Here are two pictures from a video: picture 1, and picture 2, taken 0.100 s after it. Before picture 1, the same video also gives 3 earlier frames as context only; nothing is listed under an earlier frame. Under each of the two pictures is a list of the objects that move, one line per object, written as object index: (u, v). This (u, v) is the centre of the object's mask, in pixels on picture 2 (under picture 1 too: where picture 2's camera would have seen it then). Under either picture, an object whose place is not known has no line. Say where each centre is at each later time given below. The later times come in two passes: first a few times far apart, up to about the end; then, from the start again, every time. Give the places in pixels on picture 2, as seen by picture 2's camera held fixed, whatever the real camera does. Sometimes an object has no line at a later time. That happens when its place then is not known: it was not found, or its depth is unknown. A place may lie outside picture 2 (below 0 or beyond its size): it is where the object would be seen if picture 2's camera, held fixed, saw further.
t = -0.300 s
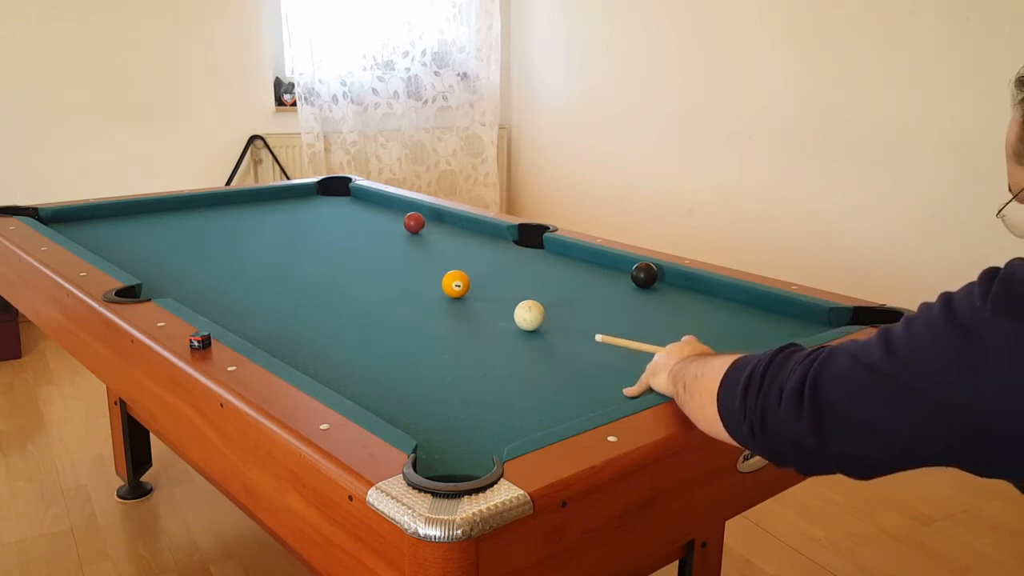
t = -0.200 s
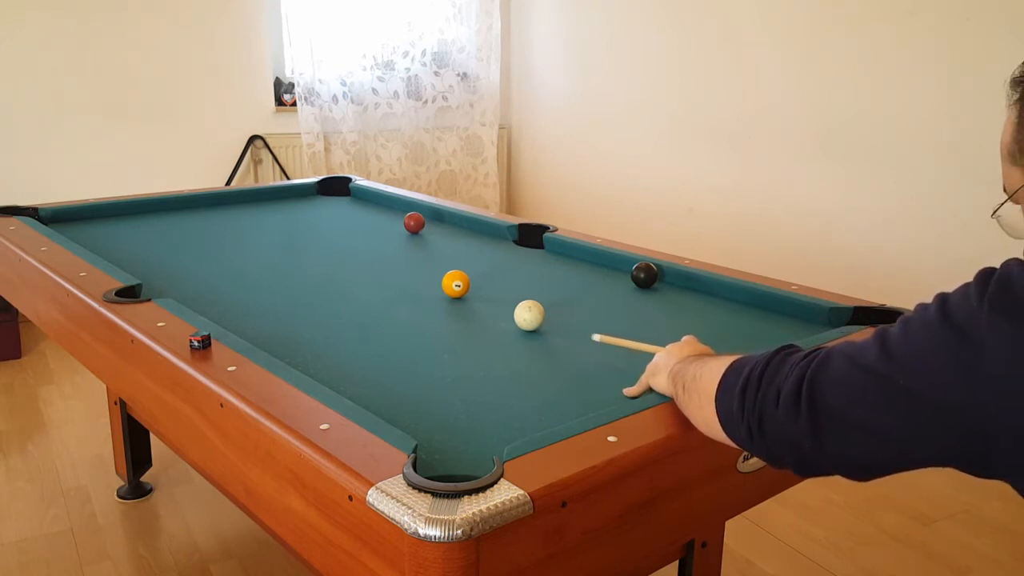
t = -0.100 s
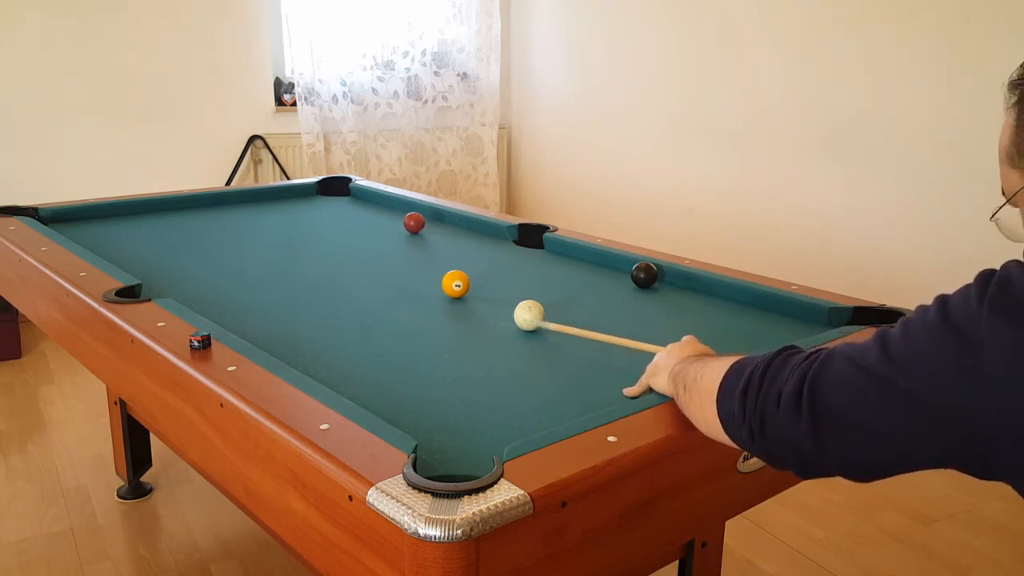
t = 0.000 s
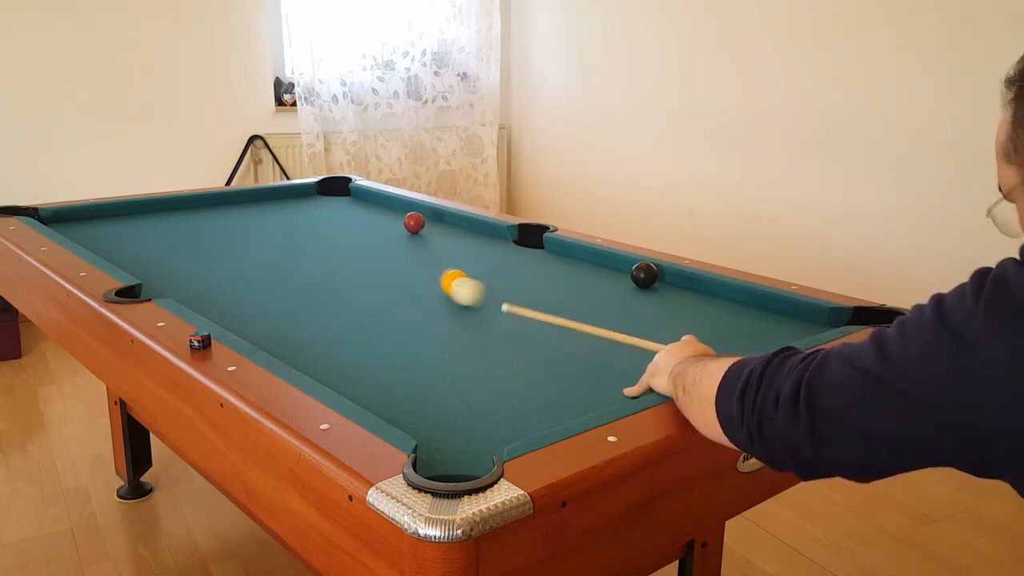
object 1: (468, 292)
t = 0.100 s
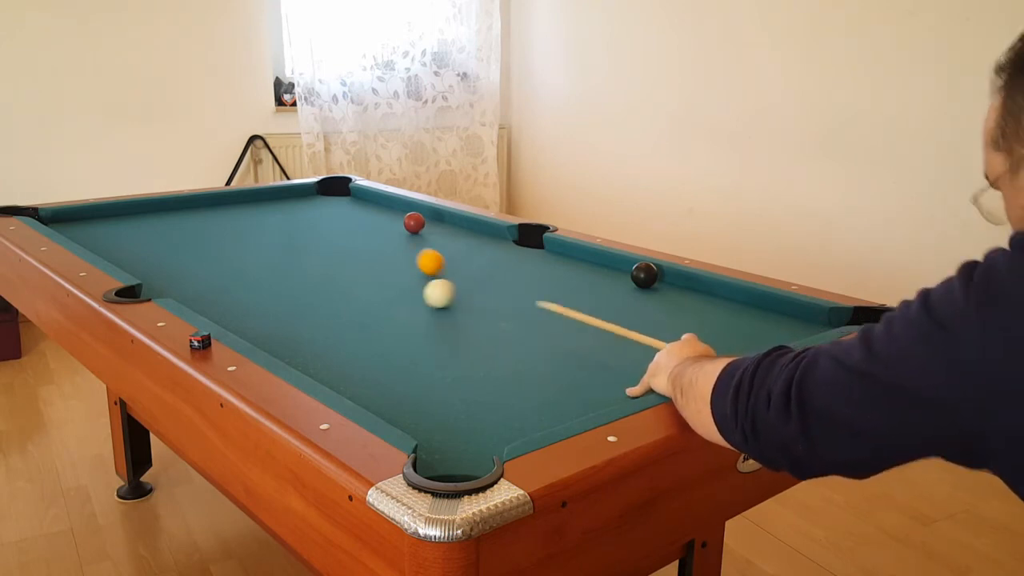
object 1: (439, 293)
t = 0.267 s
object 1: (402, 298)
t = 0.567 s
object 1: (333, 307)
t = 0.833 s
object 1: (269, 315)
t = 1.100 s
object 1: (233, 319)
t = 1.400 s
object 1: (265, 316)
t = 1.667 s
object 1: (289, 312)
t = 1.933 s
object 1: (309, 310)
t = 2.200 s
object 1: (326, 307)
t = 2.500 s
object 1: (342, 306)
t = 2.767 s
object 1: (354, 304)
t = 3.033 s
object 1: (363, 303)
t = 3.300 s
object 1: (369, 303)
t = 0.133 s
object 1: (431, 294)
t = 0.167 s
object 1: (424, 295)
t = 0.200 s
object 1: (417, 296)
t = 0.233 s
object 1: (409, 297)
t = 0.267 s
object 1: (402, 298)
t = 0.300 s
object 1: (394, 299)
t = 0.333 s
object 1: (387, 300)
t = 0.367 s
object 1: (379, 301)
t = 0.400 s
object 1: (372, 302)
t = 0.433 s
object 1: (364, 303)
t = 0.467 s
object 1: (356, 304)
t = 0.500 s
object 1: (348, 305)
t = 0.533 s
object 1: (341, 306)
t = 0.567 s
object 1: (333, 307)
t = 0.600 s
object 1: (325, 308)
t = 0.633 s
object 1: (317, 309)
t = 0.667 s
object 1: (309, 310)
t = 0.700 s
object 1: (301, 311)
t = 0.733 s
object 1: (294, 312)
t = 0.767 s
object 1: (286, 313)
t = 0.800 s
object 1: (278, 314)
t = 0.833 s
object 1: (269, 315)
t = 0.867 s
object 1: (261, 316)
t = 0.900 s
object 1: (253, 317)
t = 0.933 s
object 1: (245, 318)
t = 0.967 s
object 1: (237, 318)
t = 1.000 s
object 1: (230, 318)
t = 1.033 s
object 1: (225, 318)
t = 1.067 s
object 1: (229, 318)
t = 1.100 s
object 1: (233, 319)
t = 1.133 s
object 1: (237, 319)
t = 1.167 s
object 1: (240, 319)
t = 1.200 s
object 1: (243, 319)
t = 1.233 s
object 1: (247, 318)
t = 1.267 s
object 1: (251, 318)
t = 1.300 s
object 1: (254, 317)
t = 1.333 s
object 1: (258, 317)
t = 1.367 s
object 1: (261, 317)
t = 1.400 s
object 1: (265, 316)
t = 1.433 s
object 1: (268, 316)
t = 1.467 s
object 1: (271, 315)
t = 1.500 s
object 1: (274, 315)
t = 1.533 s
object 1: (277, 314)
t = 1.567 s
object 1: (280, 314)
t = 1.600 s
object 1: (283, 314)
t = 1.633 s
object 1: (286, 313)
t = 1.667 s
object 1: (289, 312)
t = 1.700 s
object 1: (292, 312)
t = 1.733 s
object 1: (294, 312)
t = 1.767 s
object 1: (297, 311)
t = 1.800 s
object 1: (299, 311)
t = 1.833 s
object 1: (302, 310)
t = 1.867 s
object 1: (304, 310)
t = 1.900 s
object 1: (307, 310)
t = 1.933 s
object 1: (309, 310)
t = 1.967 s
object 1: (311, 309)
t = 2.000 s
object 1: (314, 309)
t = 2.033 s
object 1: (316, 309)
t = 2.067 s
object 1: (318, 308)
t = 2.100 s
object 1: (320, 308)
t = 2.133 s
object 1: (322, 308)
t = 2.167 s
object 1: (324, 308)
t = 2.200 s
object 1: (326, 307)
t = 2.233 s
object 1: (328, 307)
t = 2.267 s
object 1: (330, 307)
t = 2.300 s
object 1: (332, 307)
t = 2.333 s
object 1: (334, 306)
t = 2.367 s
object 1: (336, 306)
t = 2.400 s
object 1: (337, 306)
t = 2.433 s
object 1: (339, 306)
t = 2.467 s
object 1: (341, 306)
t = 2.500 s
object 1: (342, 306)
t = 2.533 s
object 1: (344, 305)
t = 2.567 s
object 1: (346, 305)
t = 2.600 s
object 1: (347, 305)
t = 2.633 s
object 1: (349, 305)
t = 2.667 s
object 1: (350, 304)
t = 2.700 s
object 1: (351, 304)
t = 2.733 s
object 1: (353, 304)
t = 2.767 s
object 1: (354, 304)
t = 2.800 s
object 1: (355, 304)
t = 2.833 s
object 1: (356, 304)
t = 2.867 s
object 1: (358, 304)
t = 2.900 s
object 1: (358, 303)
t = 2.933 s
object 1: (359, 303)
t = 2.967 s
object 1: (361, 303)
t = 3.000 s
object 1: (362, 303)
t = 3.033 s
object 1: (363, 303)
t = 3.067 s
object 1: (363, 303)
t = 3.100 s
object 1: (364, 303)
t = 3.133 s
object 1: (365, 303)
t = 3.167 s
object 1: (366, 303)
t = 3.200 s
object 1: (367, 303)
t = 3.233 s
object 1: (367, 303)
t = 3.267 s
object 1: (368, 303)
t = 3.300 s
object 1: (369, 303)
